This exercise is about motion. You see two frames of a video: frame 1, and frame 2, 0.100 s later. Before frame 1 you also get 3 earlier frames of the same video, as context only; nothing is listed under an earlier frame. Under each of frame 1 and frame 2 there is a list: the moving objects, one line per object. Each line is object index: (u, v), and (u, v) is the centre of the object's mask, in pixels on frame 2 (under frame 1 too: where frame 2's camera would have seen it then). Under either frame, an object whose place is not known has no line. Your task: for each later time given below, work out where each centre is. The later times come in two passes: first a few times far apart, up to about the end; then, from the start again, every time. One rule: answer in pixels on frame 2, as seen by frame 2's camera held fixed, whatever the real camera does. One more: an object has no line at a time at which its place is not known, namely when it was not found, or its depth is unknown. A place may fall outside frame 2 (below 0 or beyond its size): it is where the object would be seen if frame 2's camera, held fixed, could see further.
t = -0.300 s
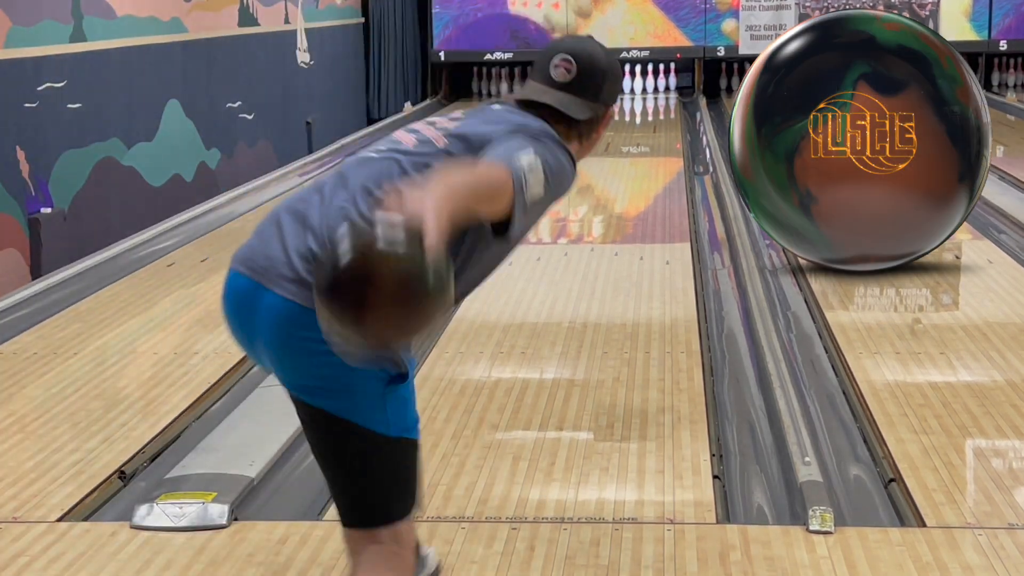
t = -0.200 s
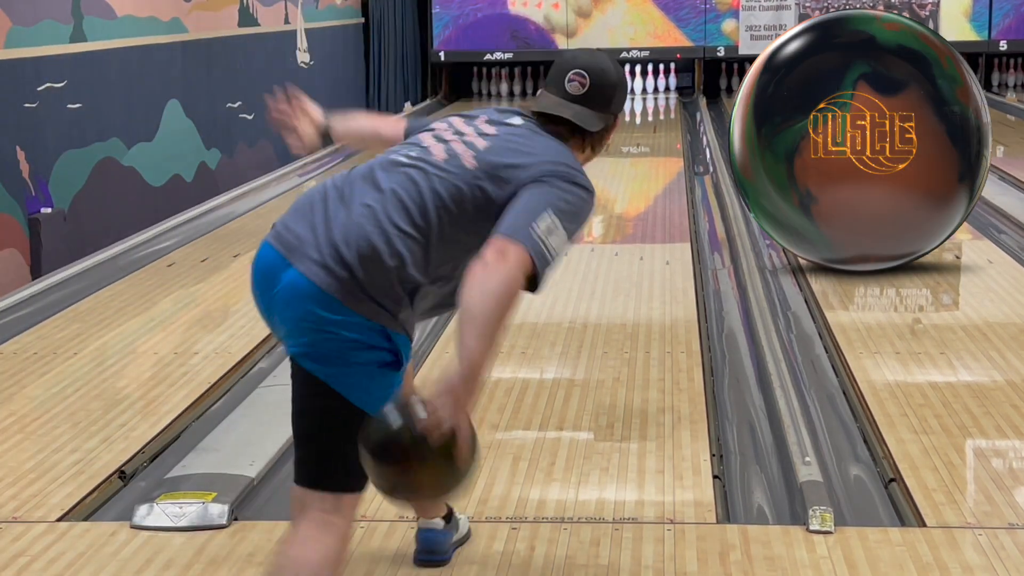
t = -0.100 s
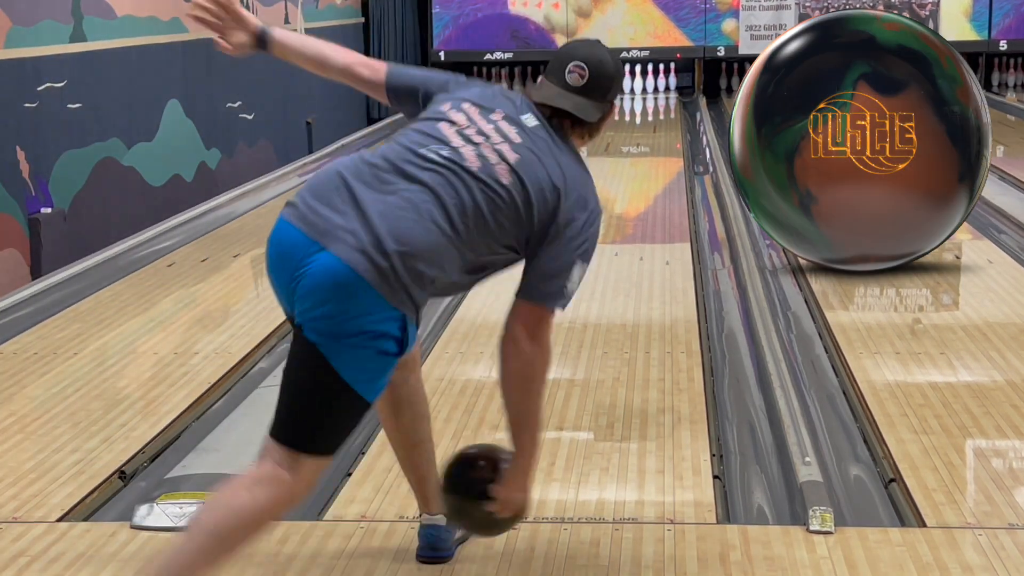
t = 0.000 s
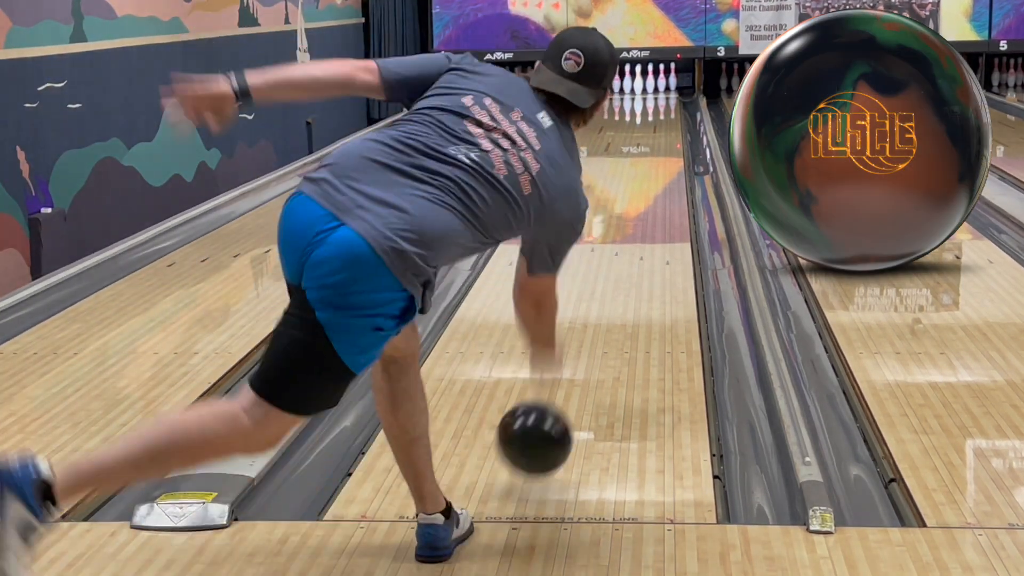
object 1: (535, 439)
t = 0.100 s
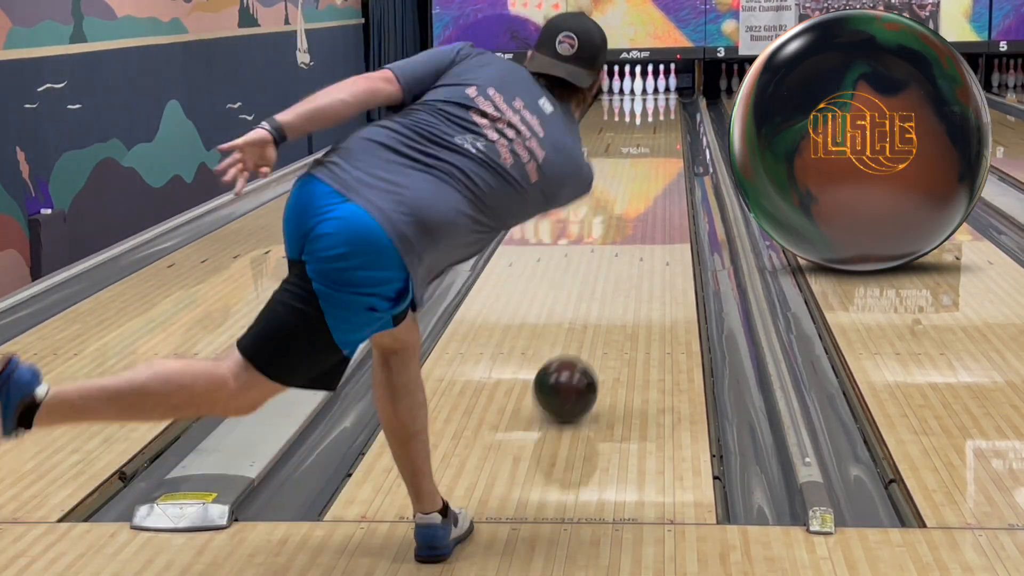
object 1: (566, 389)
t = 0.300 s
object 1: (605, 299)
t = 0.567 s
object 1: (635, 226)
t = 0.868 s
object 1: (655, 177)
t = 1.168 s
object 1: (665, 146)
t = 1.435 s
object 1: (669, 125)
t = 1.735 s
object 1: (669, 108)
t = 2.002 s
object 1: (661, 97)
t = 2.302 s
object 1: (648, 88)
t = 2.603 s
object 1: (649, 83)
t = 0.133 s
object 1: (574, 370)
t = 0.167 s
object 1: (581, 355)
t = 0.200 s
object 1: (588, 339)
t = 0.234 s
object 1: (594, 324)
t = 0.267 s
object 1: (600, 312)
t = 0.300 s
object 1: (605, 299)
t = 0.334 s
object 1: (610, 288)
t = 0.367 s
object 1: (615, 277)
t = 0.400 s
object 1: (619, 267)
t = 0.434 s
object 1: (623, 257)
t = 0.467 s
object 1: (626, 249)
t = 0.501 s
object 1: (630, 241)
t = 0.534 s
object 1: (633, 233)
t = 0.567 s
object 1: (635, 226)
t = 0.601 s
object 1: (638, 220)
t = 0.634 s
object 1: (641, 213)
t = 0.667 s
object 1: (643, 208)
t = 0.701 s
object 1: (646, 202)
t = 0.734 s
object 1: (648, 197)
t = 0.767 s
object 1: (650, 191)
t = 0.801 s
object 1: (651, 187)
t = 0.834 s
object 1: (653, 182)
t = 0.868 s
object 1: (655, 177)
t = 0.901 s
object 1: (656, 173)
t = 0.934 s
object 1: (658, 170)
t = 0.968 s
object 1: (659, 166)
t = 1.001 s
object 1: (660, 162)
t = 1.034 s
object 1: (661, 158)
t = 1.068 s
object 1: (662, 155)
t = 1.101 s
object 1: (663, 152)
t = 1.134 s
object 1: (664, 149)
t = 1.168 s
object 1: (665, 146)
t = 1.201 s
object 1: (666, 143)
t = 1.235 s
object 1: (666, 140)
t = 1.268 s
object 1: (667, 138)
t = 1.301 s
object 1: (667, 135)
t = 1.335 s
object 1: (668, 133)
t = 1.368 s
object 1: (668, 130)
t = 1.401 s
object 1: (669, 128)
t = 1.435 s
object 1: (669, 125)
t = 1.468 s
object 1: (669, 123)
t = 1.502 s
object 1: (669, 121)
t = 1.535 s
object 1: (669, 119)
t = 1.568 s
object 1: (670, 117)
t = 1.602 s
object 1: (670, 115)
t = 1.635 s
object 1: (670, 114)
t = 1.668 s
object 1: (669, 112)
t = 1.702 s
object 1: (669, 109)
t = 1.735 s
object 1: (669, 108)
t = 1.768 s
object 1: (668, 107)
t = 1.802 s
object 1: (668, 105)
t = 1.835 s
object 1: (667, 104)
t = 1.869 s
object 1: (666, 102)
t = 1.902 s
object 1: (665, 101)
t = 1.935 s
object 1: (664, 100)
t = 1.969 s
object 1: (663, 98)
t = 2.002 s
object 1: (661, 97)
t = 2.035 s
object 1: (660, 96)
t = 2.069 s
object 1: (659, 95)
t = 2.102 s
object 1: (658, 94)
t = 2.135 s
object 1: (656, 92)
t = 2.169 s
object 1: (655, 92)
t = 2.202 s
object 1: (653, 91)
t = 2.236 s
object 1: (651, 90)
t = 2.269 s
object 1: (649, 88)
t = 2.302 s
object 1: (648, 88)
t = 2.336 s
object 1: (647, 87)
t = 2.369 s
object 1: (648, 86)
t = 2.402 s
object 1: (647, 86)
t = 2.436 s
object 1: (647, 85)
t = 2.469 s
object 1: (647, 84)
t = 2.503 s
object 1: (648, 84)
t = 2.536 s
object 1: (648, 84)
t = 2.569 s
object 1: (647, 84)
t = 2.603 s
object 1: (649, 83)
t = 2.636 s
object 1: (652, 83)
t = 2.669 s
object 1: (653, 83)
